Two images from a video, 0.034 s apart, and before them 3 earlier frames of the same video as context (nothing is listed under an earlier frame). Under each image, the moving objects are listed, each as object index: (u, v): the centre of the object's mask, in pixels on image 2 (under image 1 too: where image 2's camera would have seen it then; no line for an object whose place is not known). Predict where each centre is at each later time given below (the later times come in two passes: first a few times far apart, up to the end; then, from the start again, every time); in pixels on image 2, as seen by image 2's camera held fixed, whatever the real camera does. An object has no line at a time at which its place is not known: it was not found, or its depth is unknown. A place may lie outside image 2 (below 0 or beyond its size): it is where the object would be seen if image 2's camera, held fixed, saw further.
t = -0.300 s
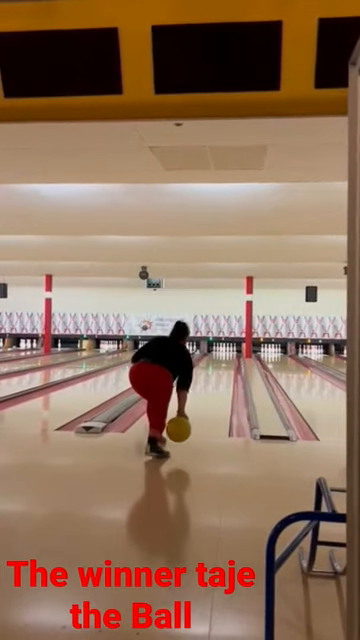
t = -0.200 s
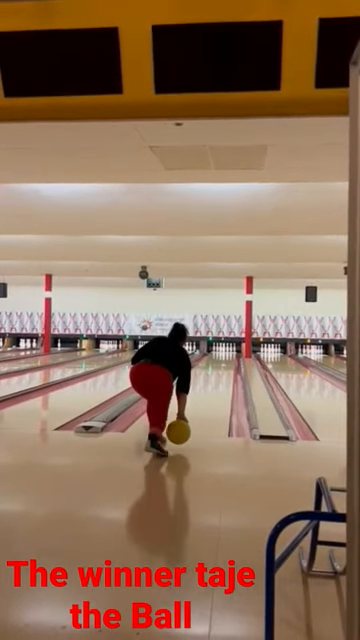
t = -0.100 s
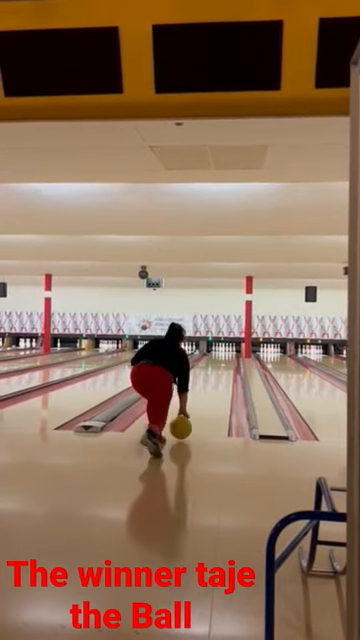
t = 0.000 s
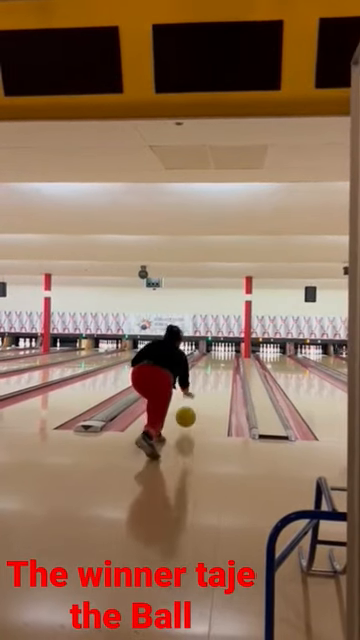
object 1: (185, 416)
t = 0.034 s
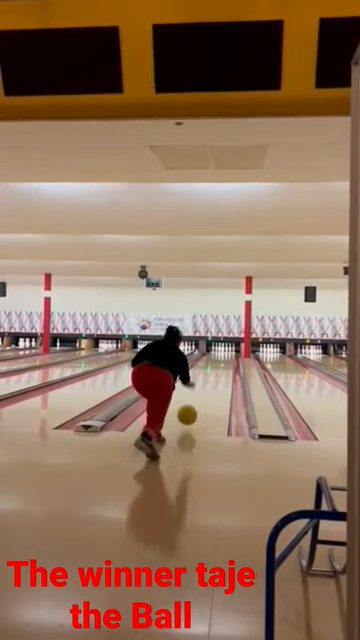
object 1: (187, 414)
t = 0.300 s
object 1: (197, 403)
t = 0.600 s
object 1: (205, 391)
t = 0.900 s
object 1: (211, 383)
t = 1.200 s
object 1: (215, 377)
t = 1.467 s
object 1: (219, 372)
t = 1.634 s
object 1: (221, 370)
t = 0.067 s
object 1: (188, 414)
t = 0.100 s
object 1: (189, 414)
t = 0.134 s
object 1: (191, 412)
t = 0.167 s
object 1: (192, 410)
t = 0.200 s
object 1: (193, 408)
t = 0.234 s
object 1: (195, 406)
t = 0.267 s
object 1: (196, 404)
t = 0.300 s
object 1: (197, 403)
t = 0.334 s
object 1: (198, 401)
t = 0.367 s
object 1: (199, 400)
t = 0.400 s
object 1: (200, 398)
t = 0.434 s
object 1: (201, 398)
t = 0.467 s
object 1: (203, 396)
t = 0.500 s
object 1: (204, 395)
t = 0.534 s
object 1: (204, 393)
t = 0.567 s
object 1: (204, 392)
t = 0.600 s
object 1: (205, 391)
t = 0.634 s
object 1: (206, 390)
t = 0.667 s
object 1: (206, 389)
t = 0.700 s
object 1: (207, 388)
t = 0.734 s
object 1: (208, 387)
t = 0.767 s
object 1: (208, 386)
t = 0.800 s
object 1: (209, 385)
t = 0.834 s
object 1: (209, 384)
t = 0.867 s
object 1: (210, 383)
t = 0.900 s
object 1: (211, 383)
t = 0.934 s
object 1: (212, 382)
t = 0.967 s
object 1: (212, 382)
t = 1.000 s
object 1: (212, 381)
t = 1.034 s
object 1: (213, 380)
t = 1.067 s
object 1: (213, 379)
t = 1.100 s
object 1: (214, 378)
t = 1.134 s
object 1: (214, 377)
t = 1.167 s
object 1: (215, 377)
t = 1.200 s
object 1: (215, 377)
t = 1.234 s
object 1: (215, 377)
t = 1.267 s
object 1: (216, 376)
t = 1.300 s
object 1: (216, 376)
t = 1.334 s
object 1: (216, 376)
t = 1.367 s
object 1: (217, 375)
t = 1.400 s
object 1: (218, 374)
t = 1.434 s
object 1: (219, 373)
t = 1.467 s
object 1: (219, 372)
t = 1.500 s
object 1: (220, 372)
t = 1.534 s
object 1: (220, 371)
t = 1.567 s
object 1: (220, 371)
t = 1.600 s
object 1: (220, 370)
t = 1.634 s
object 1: (221, 370)
